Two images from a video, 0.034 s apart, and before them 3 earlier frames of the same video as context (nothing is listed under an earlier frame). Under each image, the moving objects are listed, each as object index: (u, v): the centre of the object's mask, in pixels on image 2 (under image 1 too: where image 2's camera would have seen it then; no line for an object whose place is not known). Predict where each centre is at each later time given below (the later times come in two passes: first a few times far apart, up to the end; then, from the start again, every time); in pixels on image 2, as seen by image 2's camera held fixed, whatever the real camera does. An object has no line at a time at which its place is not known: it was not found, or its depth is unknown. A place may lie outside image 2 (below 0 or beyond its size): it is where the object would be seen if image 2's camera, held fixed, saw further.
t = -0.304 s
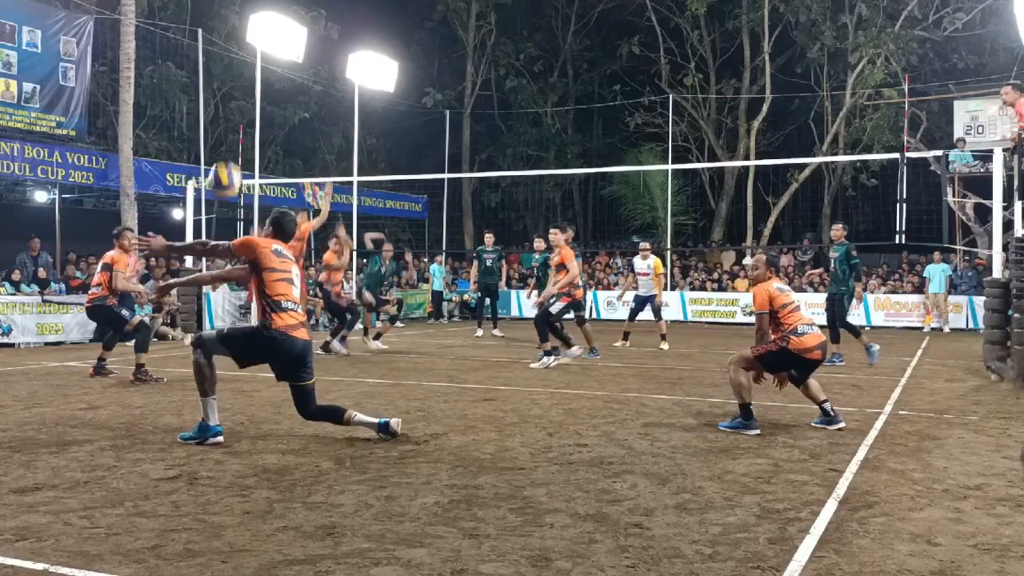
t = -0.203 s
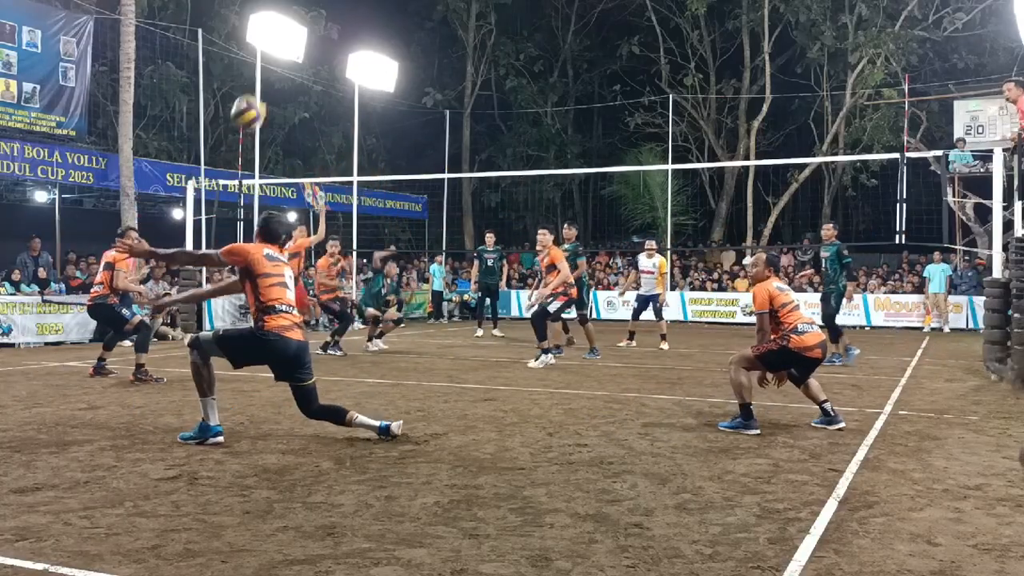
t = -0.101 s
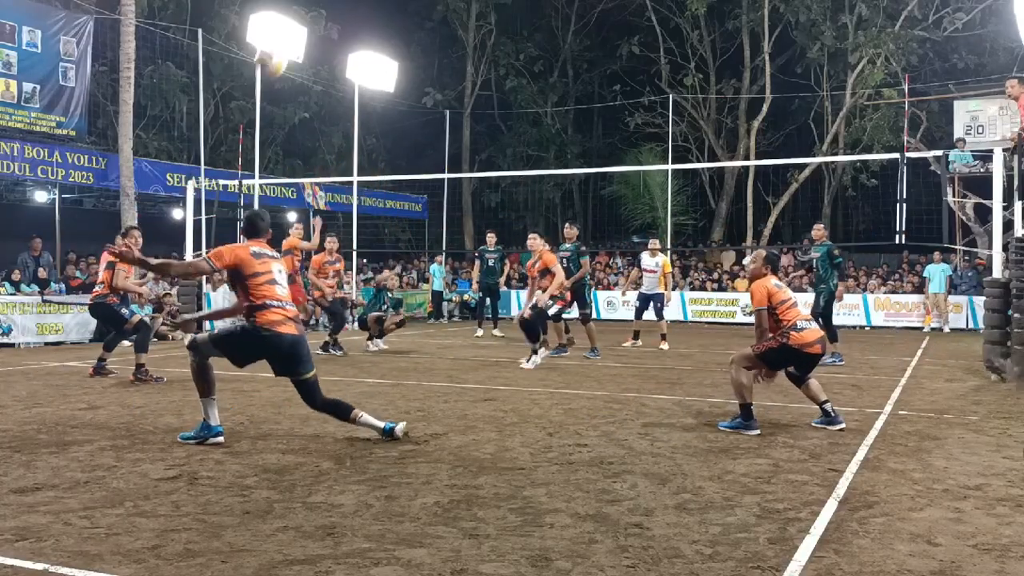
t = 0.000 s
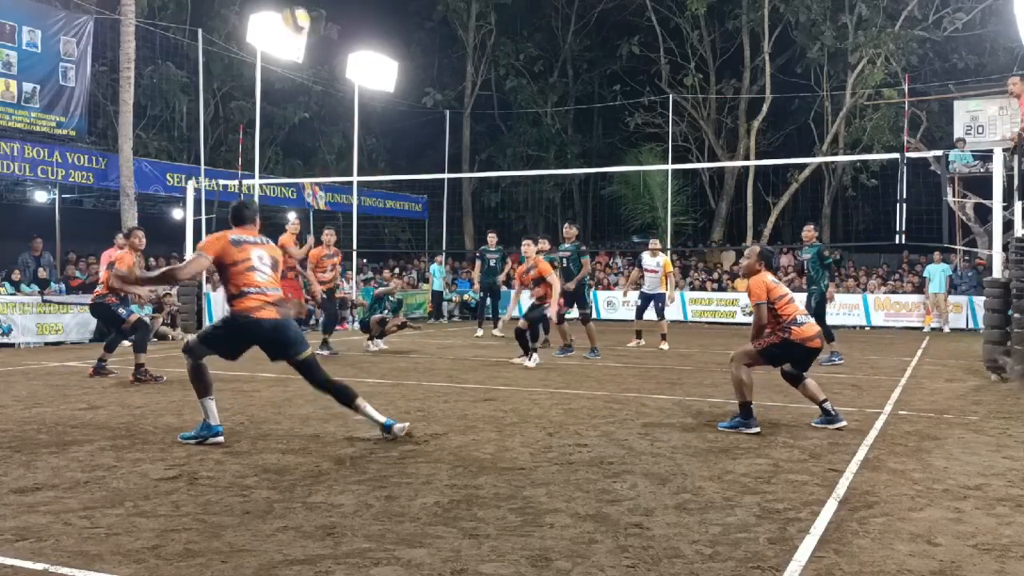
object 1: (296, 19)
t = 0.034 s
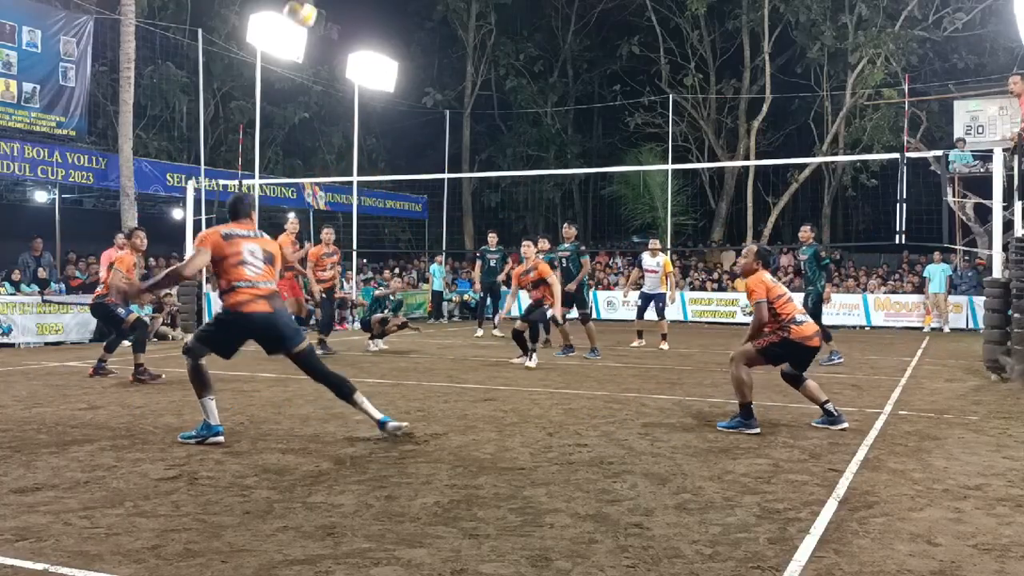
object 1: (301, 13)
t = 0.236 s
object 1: (341, 3)
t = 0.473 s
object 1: (384, 32)
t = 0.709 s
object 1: (424, 139)
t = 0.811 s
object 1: (439, 203)
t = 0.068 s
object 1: (307, 10)
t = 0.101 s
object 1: (314, 7)
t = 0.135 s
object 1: (320, 5)
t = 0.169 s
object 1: (327, 3)
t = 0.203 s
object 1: (334, 3)
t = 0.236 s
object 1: (341, 3)
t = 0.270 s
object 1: (347, 3)
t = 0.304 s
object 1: (354, 5)
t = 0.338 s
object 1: (360, 7)
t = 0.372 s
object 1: (366, 10)
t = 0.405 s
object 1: (371, 14)
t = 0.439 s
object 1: (378, 22)
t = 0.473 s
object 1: (384, 32)
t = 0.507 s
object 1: (390, 43)
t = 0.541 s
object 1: (397, 54)
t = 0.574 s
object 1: (405, 70)
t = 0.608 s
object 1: (408, 85)
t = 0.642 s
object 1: (413, 102)
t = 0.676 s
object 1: (418, 120)
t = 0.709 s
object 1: (424, 139)
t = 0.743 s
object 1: (429, 159)
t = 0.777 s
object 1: (434, 181)
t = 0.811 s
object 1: (439, 203)
